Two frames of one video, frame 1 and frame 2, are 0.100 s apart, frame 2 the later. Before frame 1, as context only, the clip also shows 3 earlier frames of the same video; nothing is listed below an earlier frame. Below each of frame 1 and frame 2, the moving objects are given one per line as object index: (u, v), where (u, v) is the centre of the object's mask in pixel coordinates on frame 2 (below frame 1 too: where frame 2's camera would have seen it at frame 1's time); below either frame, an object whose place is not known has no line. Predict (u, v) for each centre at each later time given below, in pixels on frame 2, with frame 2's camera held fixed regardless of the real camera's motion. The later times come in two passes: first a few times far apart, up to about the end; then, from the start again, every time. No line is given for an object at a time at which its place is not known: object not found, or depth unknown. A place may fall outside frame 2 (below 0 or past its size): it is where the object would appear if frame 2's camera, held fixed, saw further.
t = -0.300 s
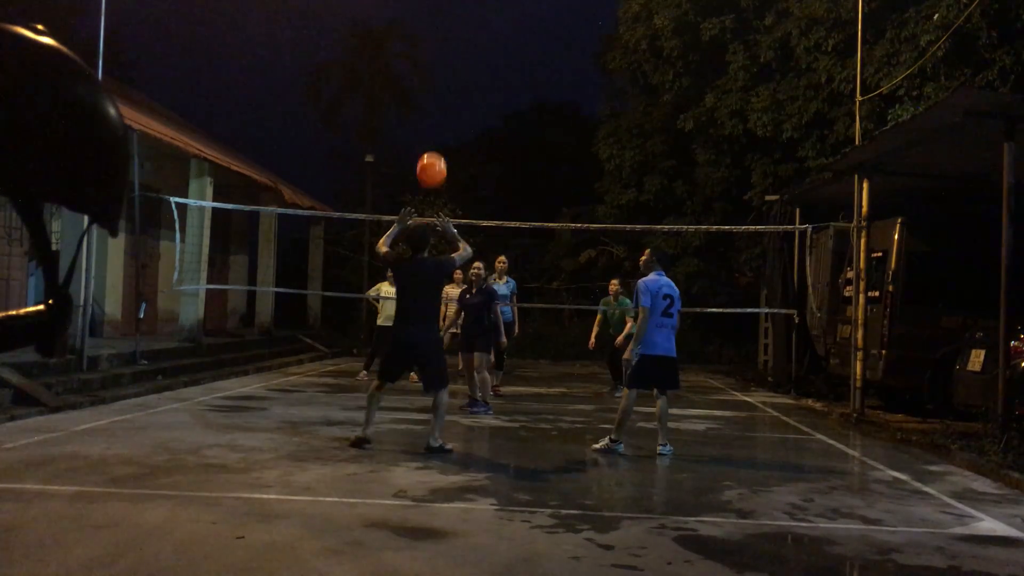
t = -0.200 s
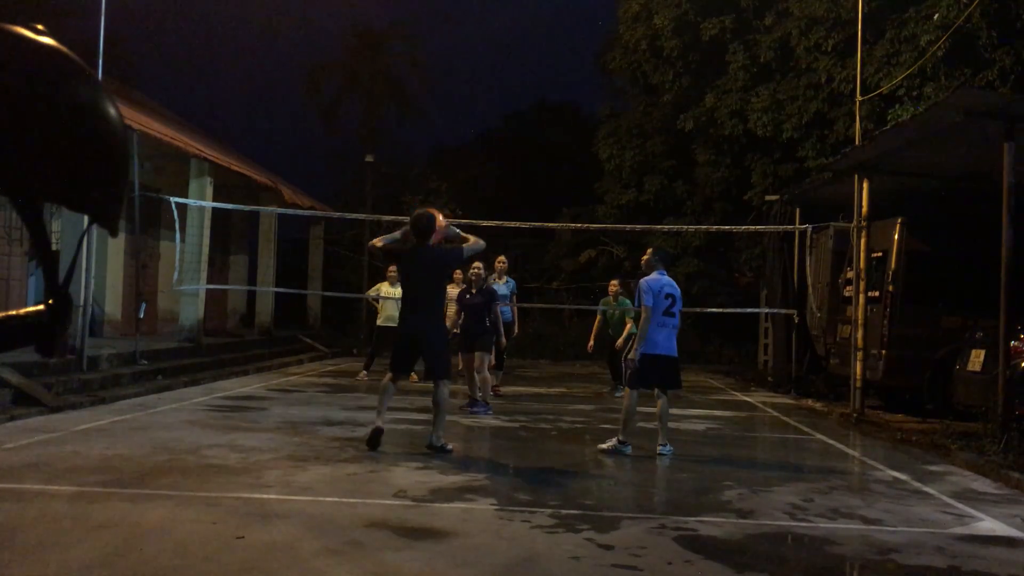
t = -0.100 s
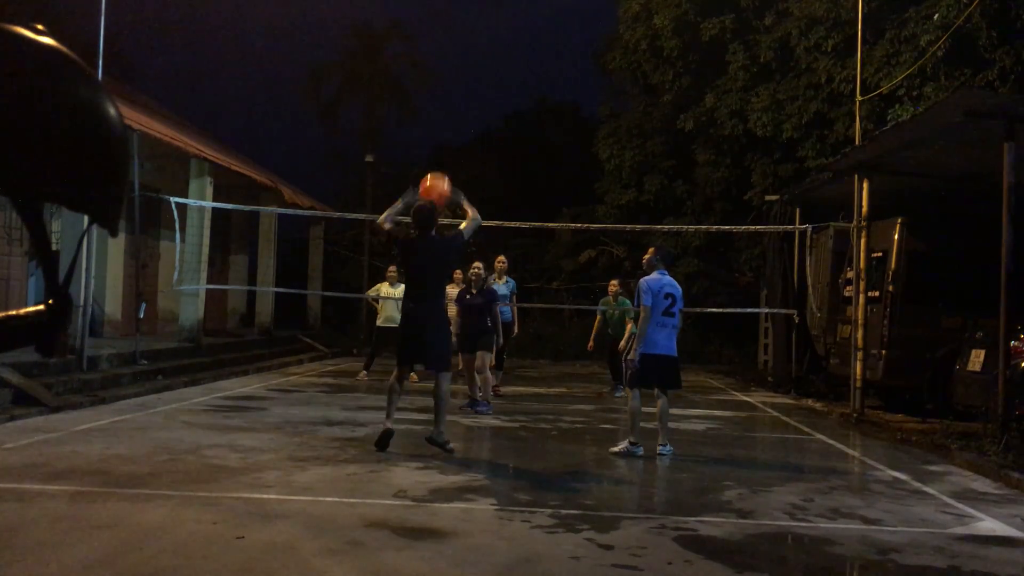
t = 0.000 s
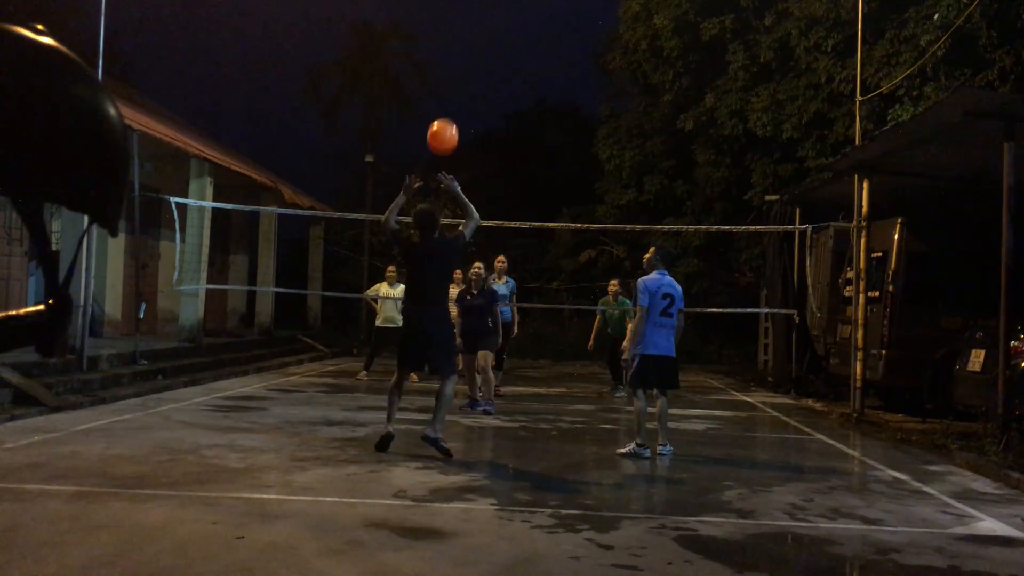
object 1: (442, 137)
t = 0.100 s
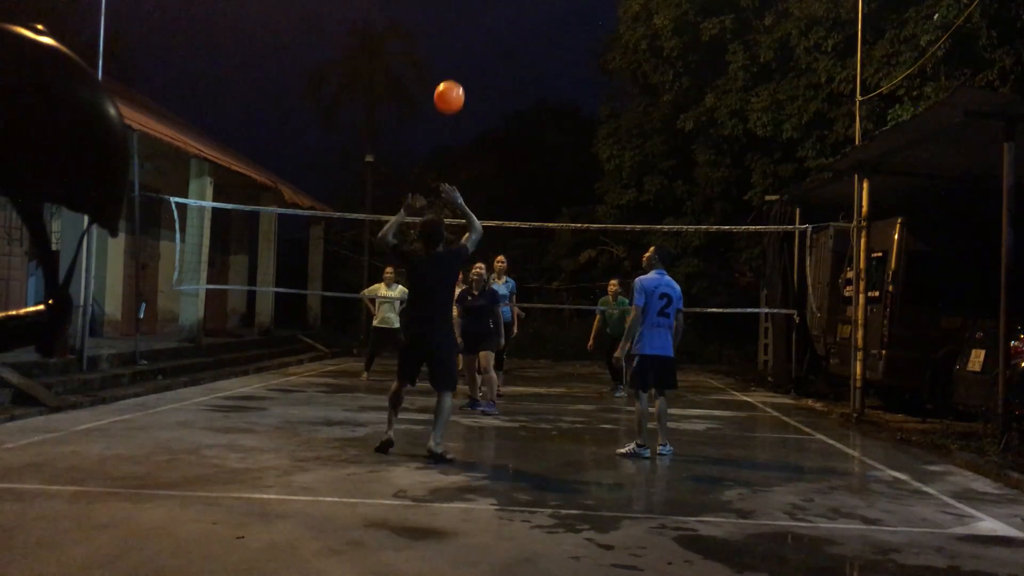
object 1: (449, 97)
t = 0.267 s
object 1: (458, 62)
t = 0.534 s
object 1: (470, 74)
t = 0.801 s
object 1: (479, 158)
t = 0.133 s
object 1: (451, 87)
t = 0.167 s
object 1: (453, 79)
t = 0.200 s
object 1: (455, 72)
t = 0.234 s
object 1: (456, 66)
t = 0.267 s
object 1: (458, 62)
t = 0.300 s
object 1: (460, 59)
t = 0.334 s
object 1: (461, 57)
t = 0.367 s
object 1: (463, 57)
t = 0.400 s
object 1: (465, 58)
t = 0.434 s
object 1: (466, 60)
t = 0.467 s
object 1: (468, 64)
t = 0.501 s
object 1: (469, 68)
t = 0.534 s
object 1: (470, 74)
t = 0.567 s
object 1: (471, 81)
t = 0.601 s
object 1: (473, 89)
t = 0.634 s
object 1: (474, 98)
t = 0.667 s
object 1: (475, 108)
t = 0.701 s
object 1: (476, 119)
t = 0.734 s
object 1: (477, 131)
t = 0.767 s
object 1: (478, 144)
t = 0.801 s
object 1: (479, 158)
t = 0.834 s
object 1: (480, 173)
